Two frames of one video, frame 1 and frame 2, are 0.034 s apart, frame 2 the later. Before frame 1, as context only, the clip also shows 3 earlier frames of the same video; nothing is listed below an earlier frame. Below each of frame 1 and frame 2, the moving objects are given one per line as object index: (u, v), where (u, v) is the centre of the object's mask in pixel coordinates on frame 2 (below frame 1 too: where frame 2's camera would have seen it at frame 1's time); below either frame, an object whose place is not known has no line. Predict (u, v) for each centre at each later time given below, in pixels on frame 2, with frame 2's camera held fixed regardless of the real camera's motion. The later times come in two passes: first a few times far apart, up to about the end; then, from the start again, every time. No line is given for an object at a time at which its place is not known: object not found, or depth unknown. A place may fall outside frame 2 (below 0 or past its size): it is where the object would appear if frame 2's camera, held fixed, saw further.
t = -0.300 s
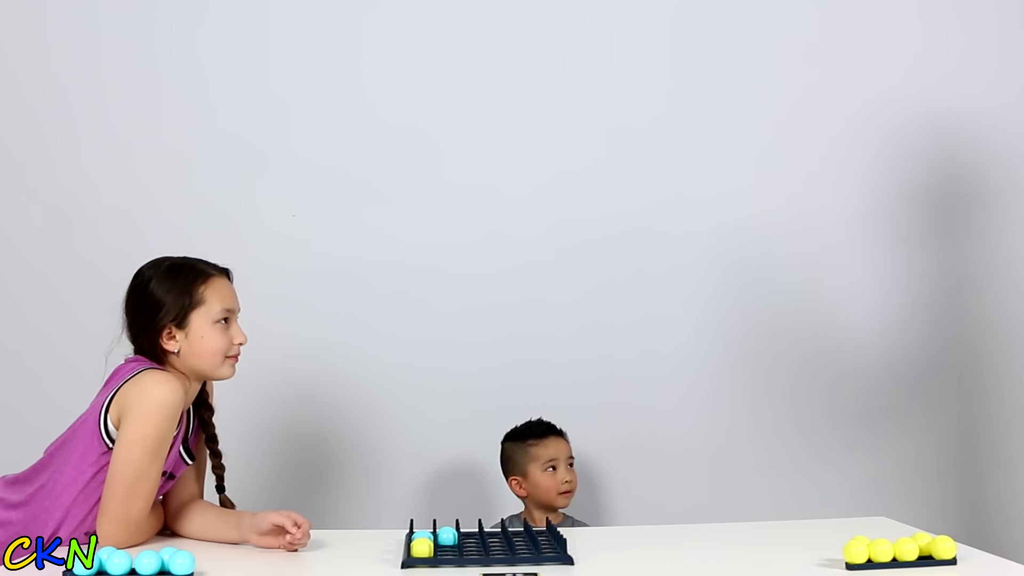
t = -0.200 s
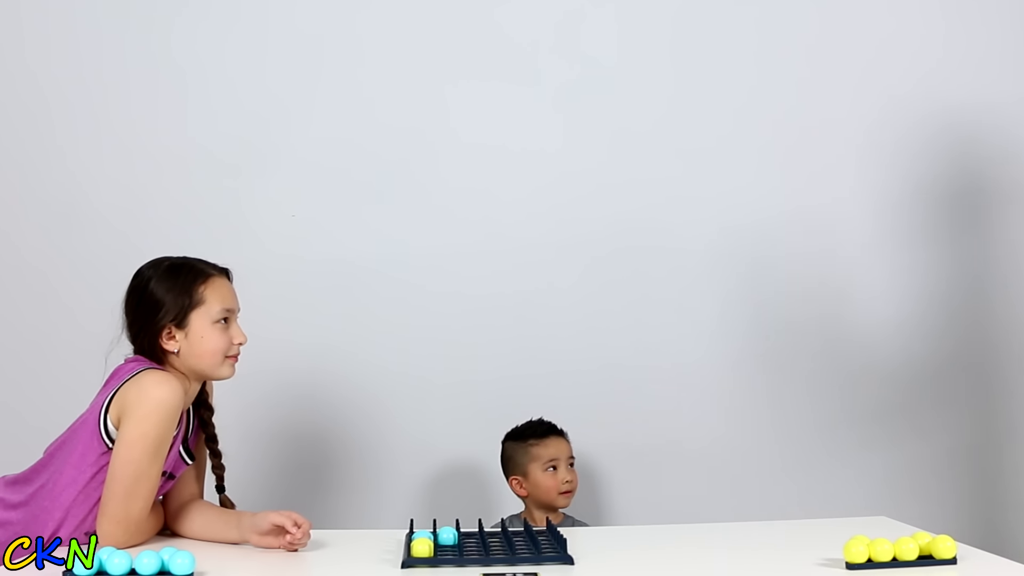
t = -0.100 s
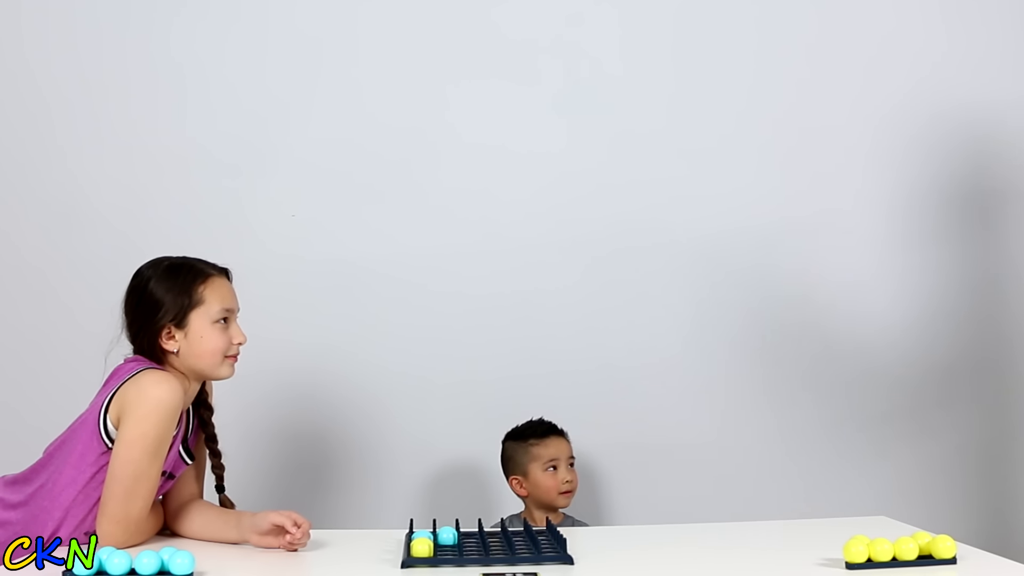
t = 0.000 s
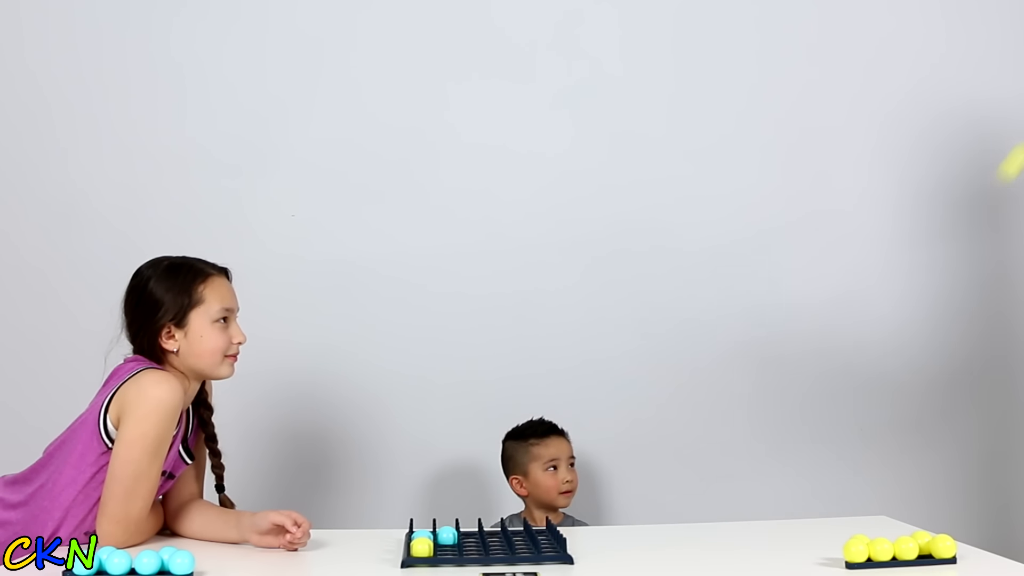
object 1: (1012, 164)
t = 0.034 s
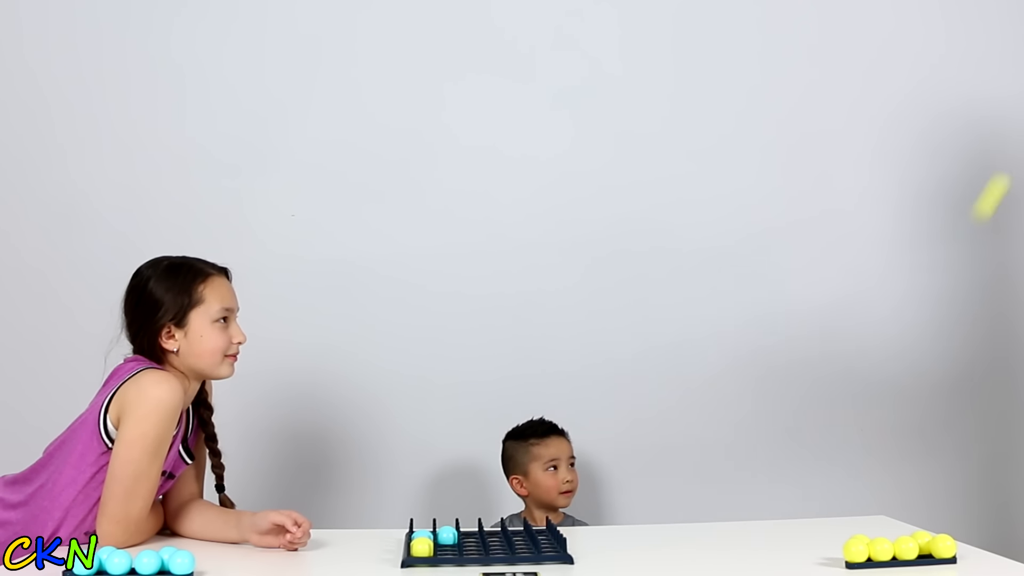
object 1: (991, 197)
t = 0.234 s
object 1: (841, 496)
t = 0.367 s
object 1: (771, 311)
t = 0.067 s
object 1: (967, 240)
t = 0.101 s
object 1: (942, 291)
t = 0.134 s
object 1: (917, 351)
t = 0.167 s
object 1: (891, 419)
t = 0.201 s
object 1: (867, 488)
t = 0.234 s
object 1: (841, 496)
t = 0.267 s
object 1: (824, 443)
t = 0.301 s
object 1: (807, 393)
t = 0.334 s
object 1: (788, 349)
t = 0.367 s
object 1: (771, 311)
